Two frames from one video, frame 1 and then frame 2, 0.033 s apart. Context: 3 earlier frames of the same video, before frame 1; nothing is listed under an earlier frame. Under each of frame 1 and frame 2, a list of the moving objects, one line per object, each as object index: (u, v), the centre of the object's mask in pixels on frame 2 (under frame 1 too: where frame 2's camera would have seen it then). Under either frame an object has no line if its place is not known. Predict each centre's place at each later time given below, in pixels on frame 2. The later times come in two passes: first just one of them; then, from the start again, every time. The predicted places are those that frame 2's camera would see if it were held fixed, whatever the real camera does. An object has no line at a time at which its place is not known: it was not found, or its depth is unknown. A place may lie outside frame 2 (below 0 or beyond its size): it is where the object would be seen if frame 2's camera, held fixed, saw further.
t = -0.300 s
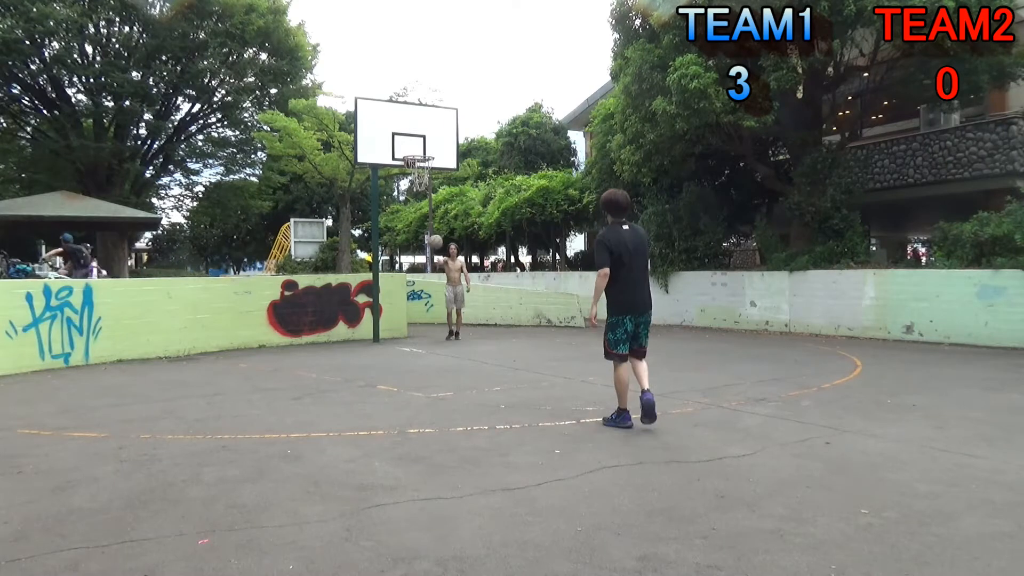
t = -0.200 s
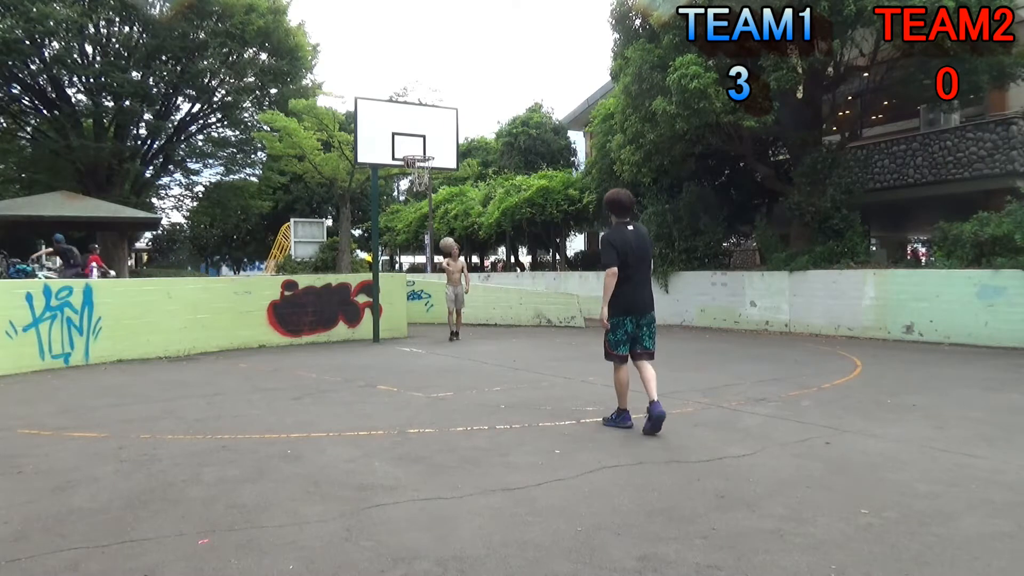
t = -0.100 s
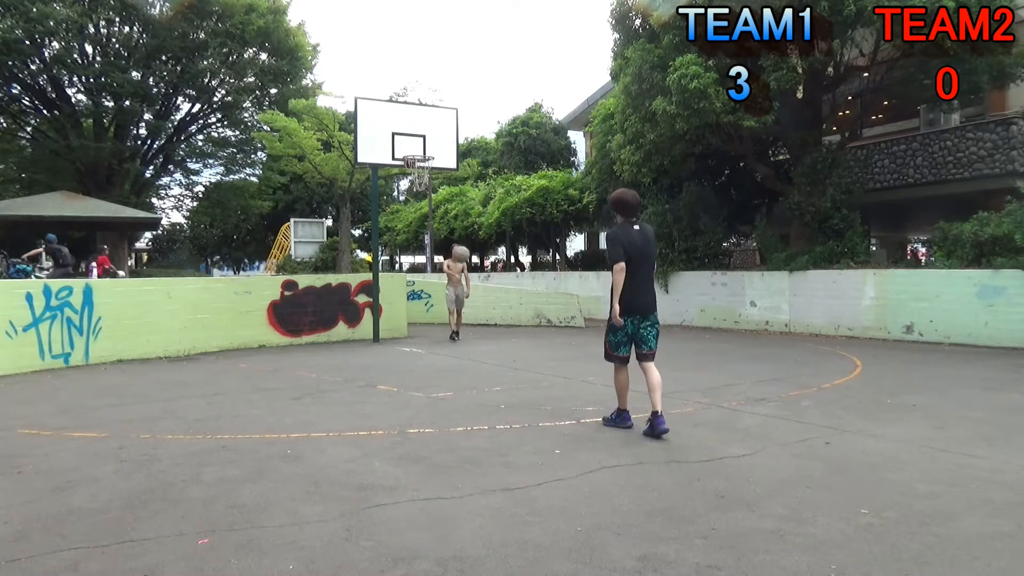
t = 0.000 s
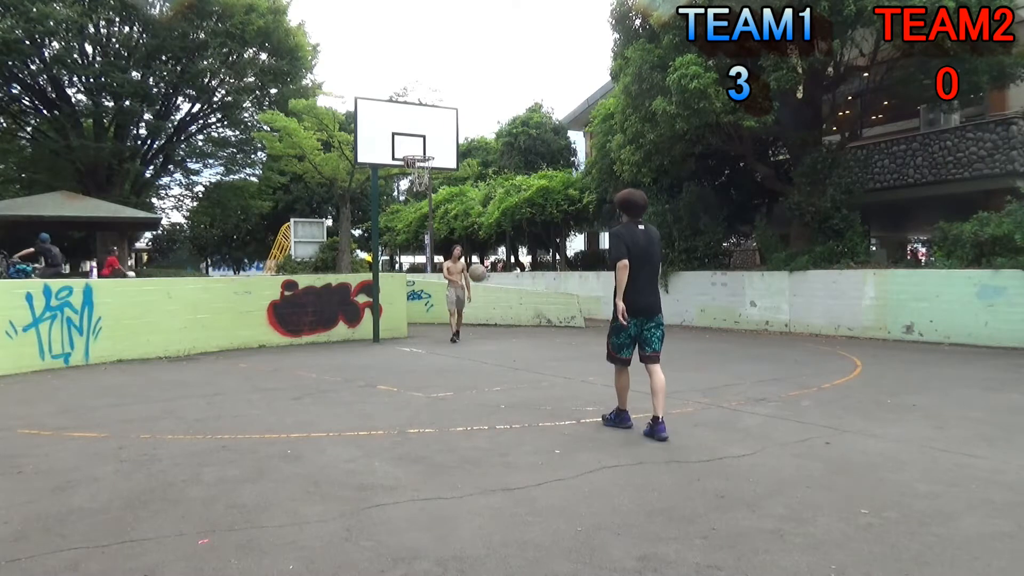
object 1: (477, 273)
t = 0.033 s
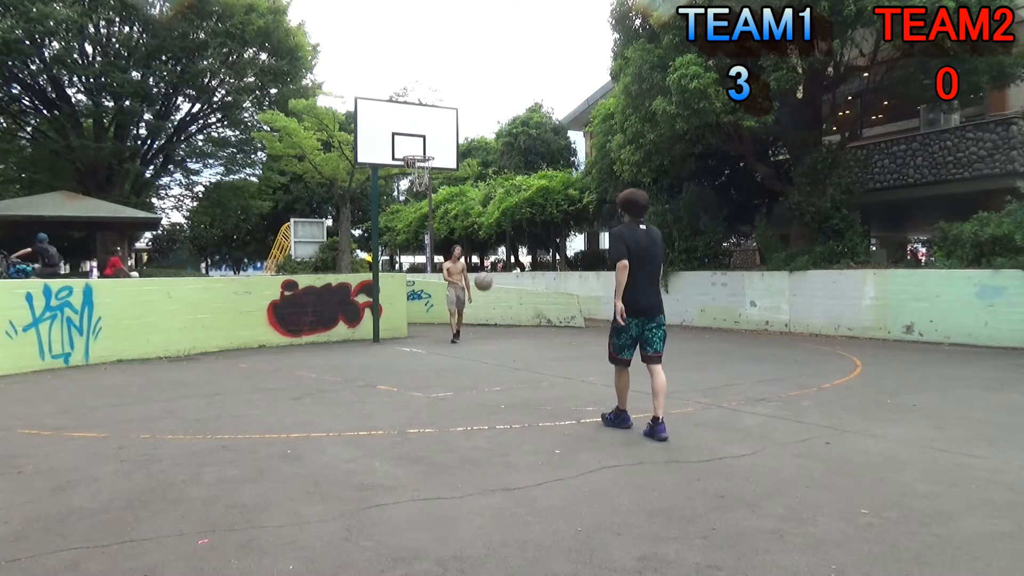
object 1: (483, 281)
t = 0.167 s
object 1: (511, 330)
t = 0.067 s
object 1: (490, 292)
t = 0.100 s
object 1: (496, 302)
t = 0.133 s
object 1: (503, 315)
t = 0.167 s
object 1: (511, 330)
